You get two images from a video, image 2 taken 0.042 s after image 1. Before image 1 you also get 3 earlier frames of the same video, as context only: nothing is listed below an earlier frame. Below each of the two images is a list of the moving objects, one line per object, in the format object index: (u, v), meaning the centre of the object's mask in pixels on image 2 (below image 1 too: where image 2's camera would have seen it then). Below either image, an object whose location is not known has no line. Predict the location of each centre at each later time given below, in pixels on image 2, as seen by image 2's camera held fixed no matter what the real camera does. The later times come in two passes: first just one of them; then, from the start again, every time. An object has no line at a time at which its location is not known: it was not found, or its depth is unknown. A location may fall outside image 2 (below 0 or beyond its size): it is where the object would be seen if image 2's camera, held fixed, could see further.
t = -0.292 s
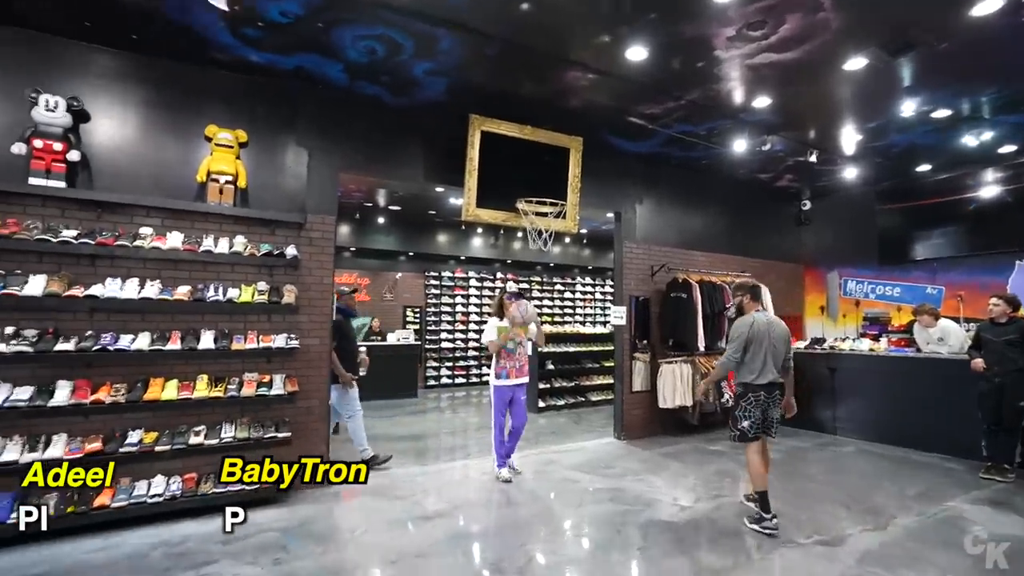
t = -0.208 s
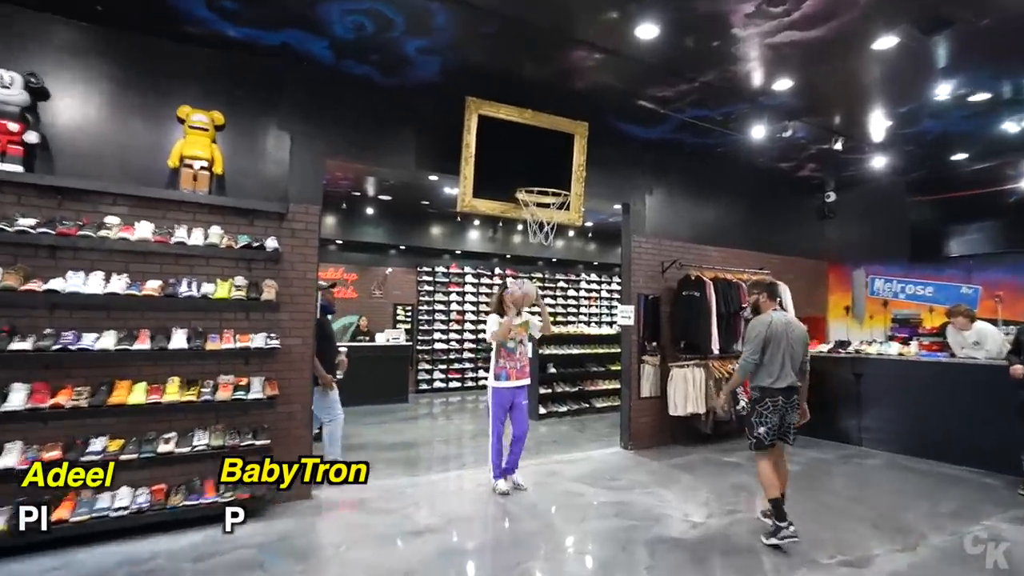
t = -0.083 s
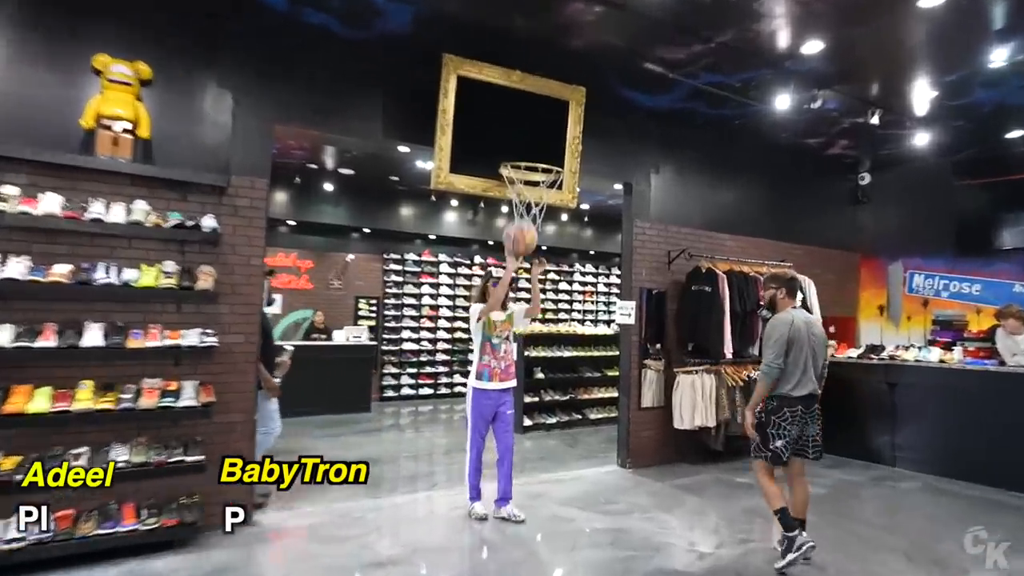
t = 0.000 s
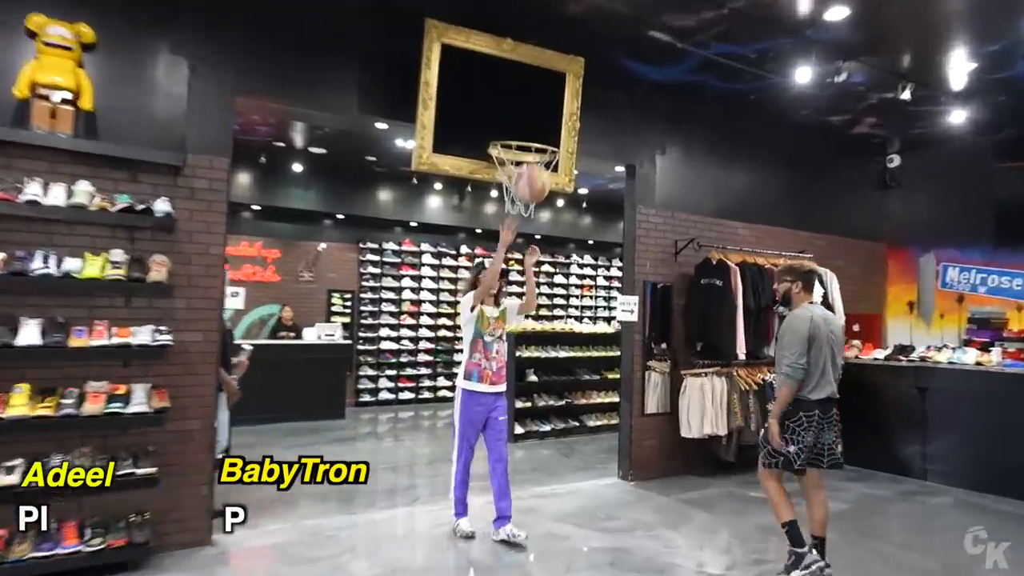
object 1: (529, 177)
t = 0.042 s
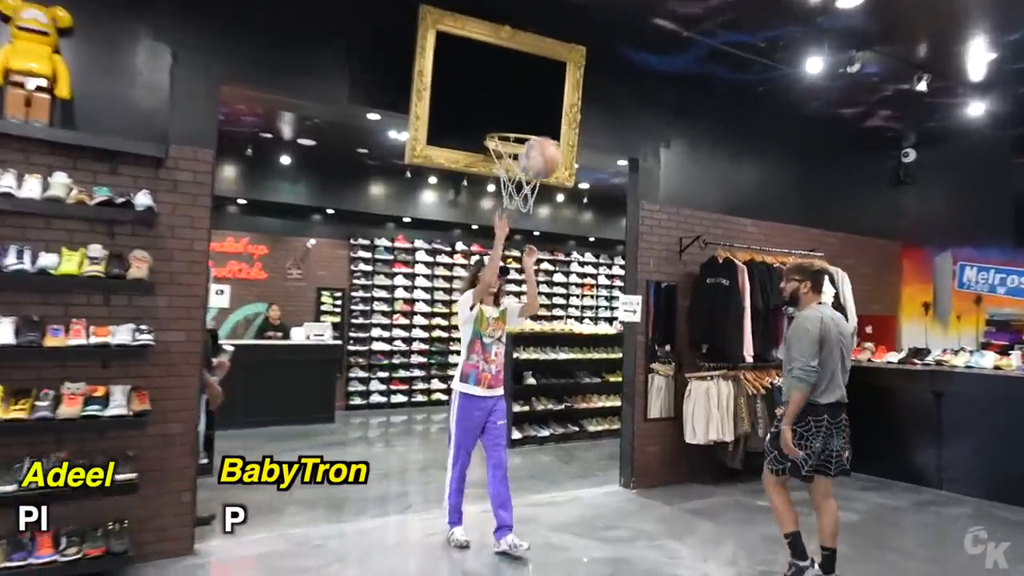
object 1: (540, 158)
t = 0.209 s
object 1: (585, 110)
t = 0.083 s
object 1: (550, 143)
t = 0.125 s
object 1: (561, 130)
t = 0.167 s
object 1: (573, 118)
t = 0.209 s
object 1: (585, 110)
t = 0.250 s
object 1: (598, 106)
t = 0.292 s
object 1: (610, 103)
